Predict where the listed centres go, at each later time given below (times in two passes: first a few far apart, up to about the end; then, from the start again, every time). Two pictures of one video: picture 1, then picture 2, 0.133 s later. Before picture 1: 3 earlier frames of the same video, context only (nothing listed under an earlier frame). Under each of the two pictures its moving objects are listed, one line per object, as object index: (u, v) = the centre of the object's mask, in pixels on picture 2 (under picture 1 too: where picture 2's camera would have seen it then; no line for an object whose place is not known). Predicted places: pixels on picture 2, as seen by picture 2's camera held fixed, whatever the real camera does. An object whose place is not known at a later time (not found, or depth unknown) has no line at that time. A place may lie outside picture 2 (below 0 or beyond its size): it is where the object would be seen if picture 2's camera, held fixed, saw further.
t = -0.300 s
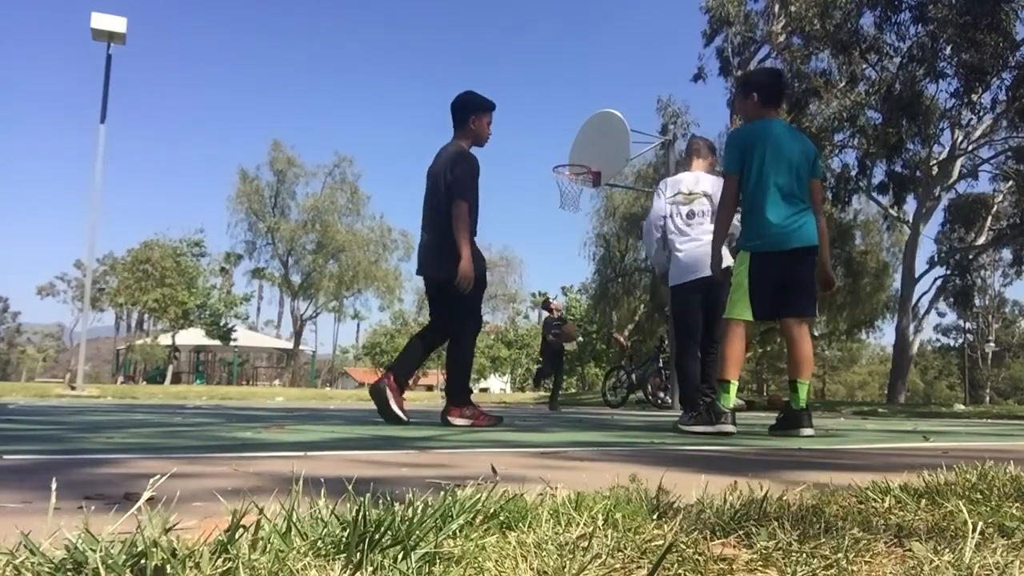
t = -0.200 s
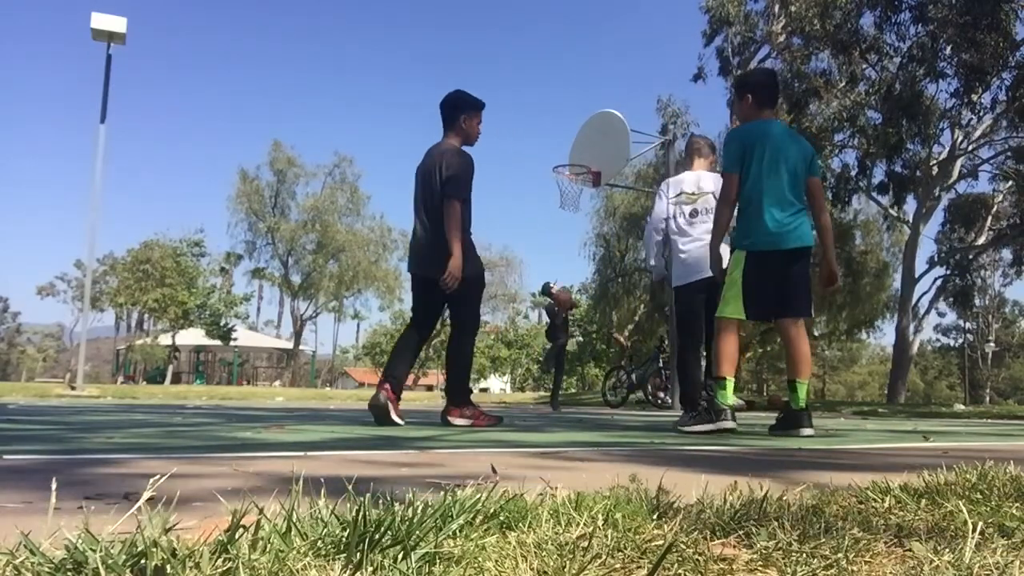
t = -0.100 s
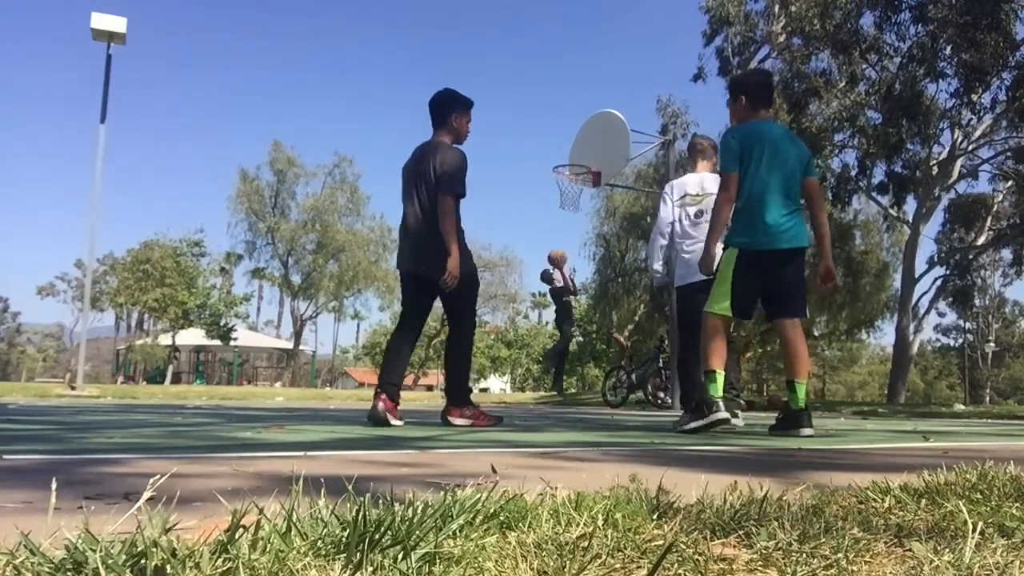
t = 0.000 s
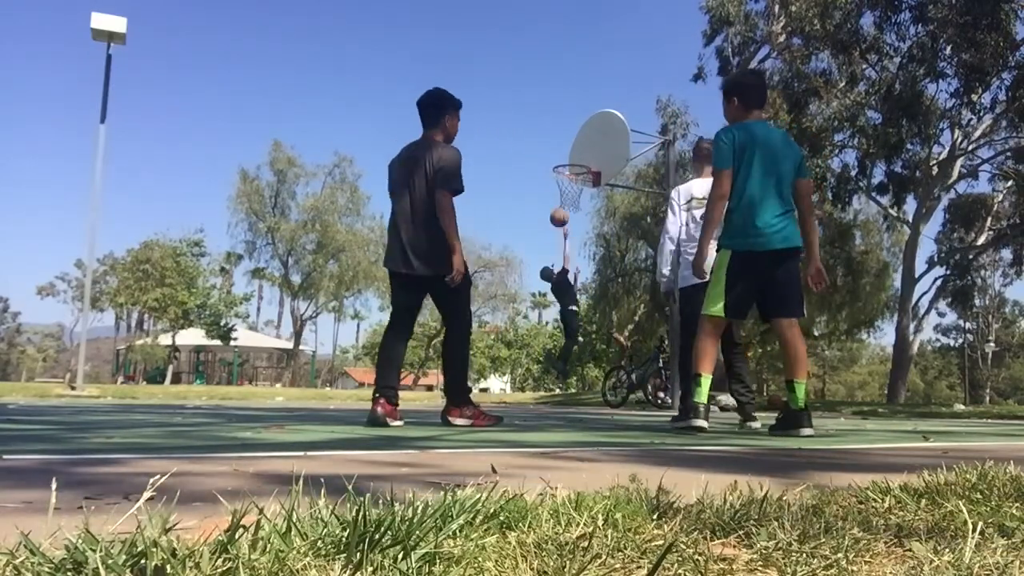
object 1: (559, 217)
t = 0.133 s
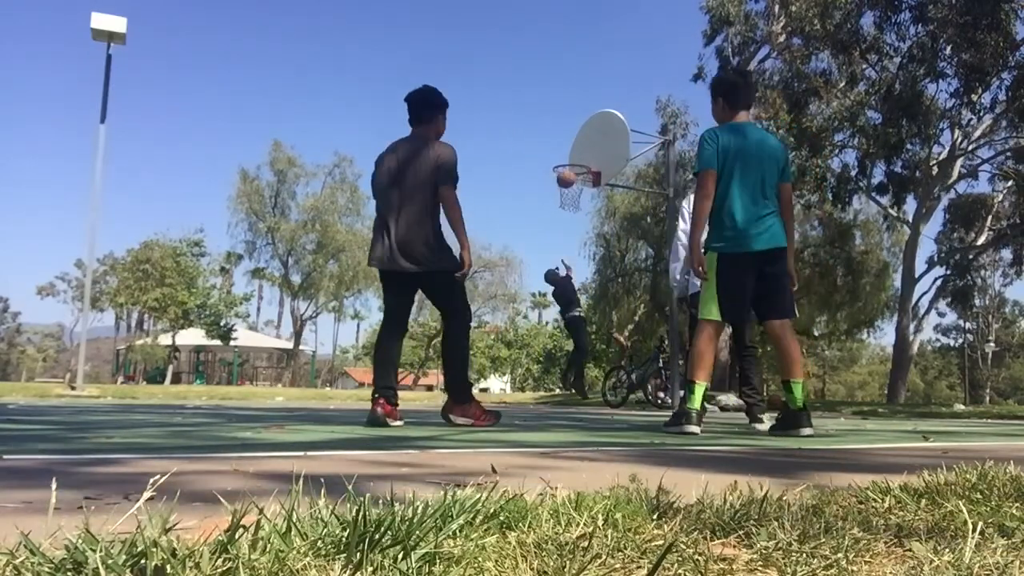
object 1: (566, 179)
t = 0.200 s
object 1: (568, 166)
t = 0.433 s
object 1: (578, 149)
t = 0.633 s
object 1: (576, 164)
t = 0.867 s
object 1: (557, 159)
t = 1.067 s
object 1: (543, 181)
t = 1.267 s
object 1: (528, 232)
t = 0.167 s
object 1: (567, 172)
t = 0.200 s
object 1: (568, 166)
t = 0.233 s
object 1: (570, 161)
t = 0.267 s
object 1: (572, 156)
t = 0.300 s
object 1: (573, 153)
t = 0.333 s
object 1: (574, 151)
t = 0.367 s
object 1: (575, 150)
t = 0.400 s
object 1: (577, 149)
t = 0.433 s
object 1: (578, 149)
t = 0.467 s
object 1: (579, 150)
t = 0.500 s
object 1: (580, 151)
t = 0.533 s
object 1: (582, 154)
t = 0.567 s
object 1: (583, 158)
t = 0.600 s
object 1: (581, 160)
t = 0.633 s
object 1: (576, 164)
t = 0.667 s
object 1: (572, 165)
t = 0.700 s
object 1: (569, 161)
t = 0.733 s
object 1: (567, 160)
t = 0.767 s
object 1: (565, 159)
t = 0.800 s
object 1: (562, 159)
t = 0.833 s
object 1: (560, 159)
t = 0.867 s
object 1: (557, 159)
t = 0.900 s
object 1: (555, 161)
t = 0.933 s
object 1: (553, 164)
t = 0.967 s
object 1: (549, 167)
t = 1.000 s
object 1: (547, 172)
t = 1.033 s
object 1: (545, 176)
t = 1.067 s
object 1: (543, 181)
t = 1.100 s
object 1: (541, 188)
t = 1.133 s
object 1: (538, 195)
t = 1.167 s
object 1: (536, 204)
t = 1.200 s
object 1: (533, 212)
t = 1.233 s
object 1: (531, 221)
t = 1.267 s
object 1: (528, 232)
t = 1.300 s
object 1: (526, 242)
